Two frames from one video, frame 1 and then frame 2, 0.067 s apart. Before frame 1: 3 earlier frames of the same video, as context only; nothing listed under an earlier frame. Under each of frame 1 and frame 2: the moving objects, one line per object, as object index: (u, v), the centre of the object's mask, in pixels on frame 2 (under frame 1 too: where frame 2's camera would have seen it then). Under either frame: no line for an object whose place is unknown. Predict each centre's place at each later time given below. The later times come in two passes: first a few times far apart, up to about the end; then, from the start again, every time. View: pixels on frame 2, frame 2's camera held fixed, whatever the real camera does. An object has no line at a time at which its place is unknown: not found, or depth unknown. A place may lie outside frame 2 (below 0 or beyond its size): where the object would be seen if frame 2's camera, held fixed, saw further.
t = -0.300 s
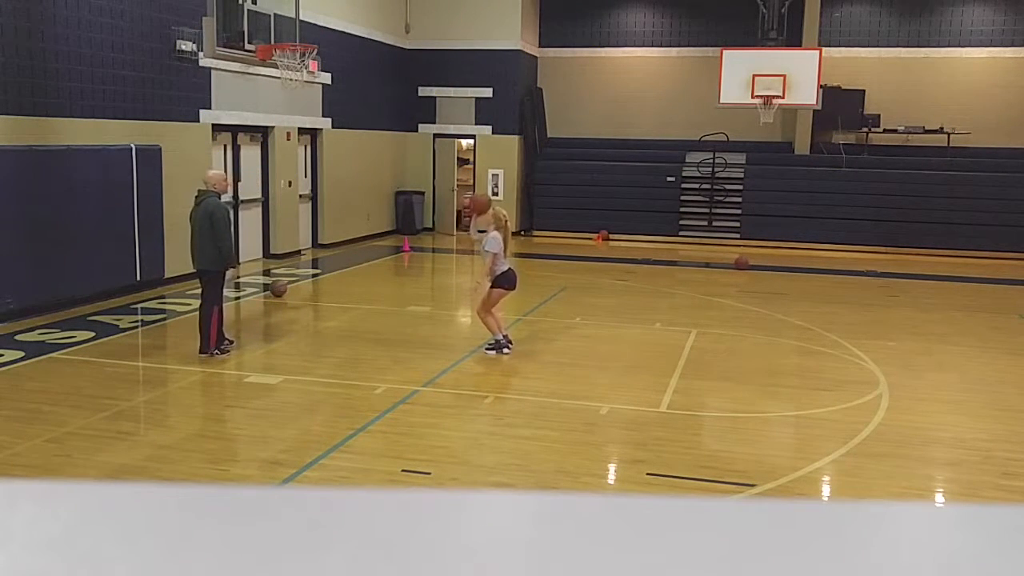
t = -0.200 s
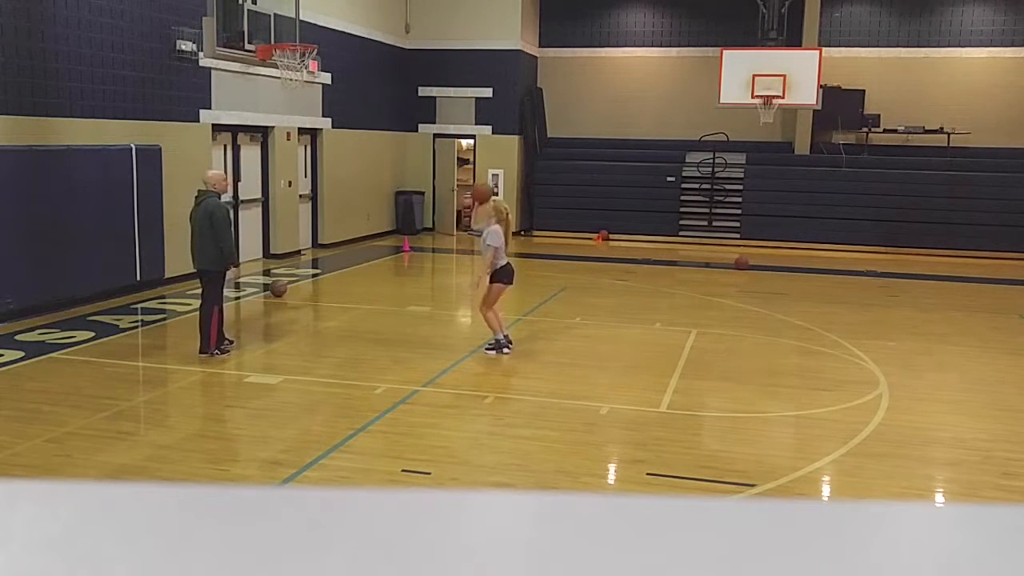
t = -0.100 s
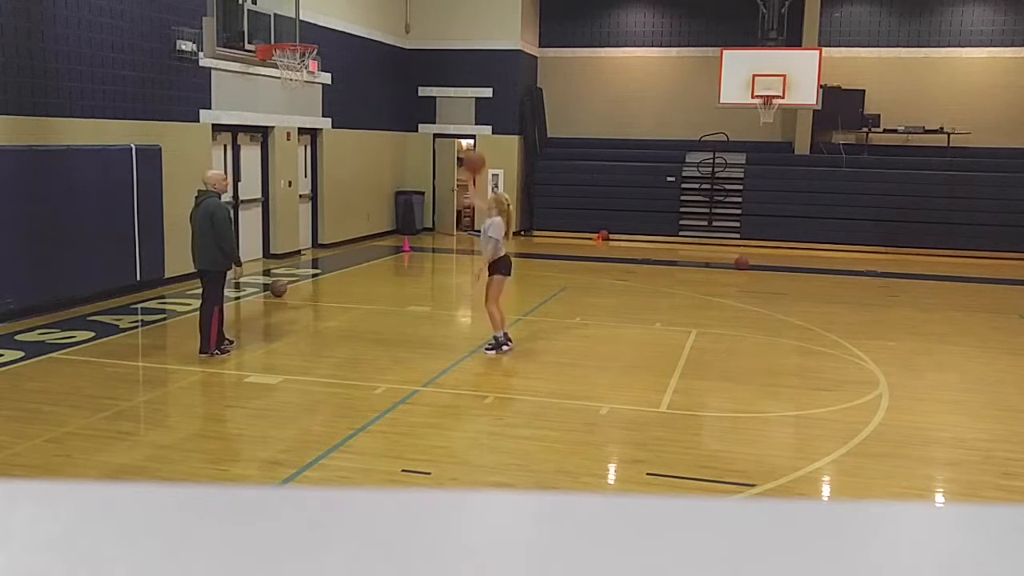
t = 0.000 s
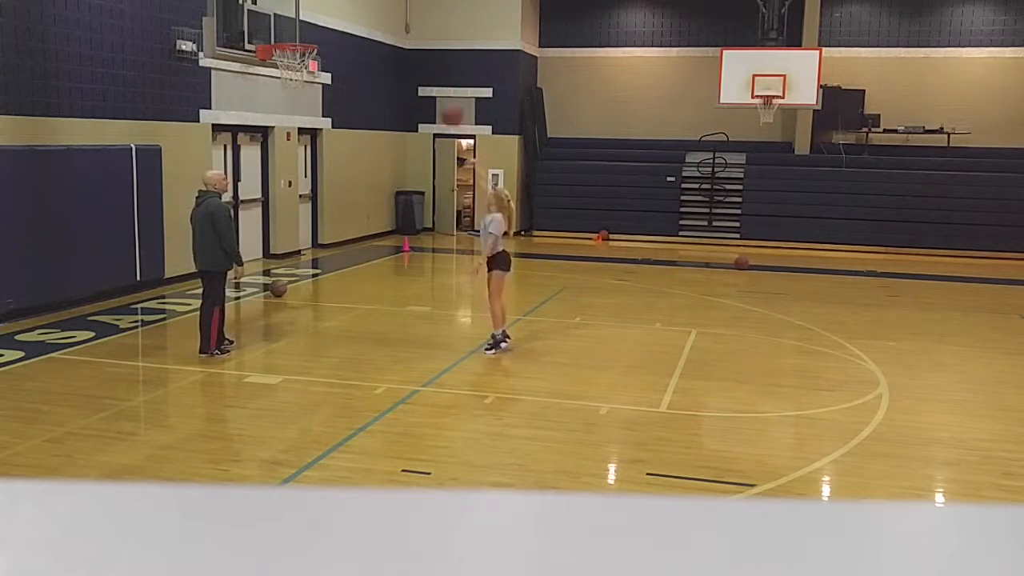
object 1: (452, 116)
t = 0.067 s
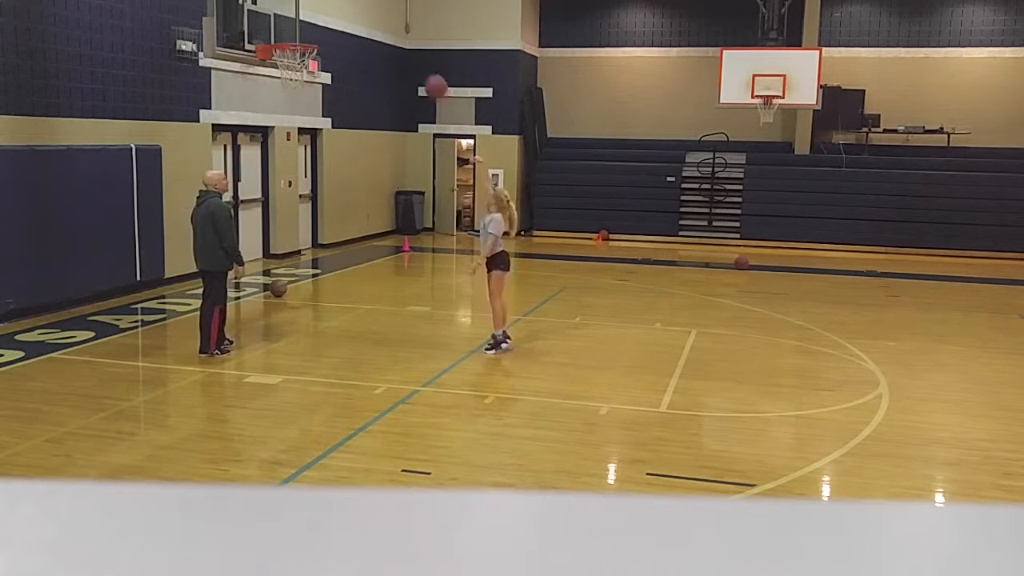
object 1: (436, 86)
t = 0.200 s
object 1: (405, 48)
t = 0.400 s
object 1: (357, 17)
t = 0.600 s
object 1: (312, 23)
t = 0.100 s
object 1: (429, 75)
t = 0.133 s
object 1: (421, 64)
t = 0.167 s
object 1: (413, 57)
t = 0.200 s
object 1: (405, 48)
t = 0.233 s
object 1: (396, 39)
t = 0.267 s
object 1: (388, 32)
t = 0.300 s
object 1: (380, 27)
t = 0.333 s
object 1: (372, 23)
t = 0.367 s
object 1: (364, 19)
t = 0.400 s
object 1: (357, 17)
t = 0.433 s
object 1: (349, 16)
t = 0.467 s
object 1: (341, 16)
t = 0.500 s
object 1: (334, 17)
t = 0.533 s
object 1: (326, 18)
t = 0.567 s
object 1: (319, 20)
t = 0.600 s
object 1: (312, 23)
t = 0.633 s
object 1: (304, 30)
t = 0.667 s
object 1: (298, 34)
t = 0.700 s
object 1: (290, 38)
